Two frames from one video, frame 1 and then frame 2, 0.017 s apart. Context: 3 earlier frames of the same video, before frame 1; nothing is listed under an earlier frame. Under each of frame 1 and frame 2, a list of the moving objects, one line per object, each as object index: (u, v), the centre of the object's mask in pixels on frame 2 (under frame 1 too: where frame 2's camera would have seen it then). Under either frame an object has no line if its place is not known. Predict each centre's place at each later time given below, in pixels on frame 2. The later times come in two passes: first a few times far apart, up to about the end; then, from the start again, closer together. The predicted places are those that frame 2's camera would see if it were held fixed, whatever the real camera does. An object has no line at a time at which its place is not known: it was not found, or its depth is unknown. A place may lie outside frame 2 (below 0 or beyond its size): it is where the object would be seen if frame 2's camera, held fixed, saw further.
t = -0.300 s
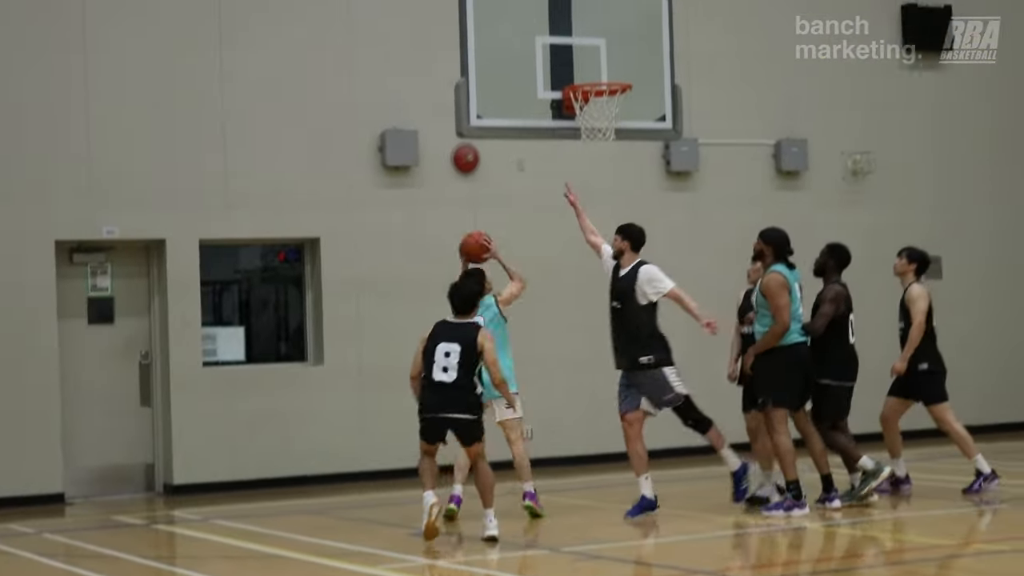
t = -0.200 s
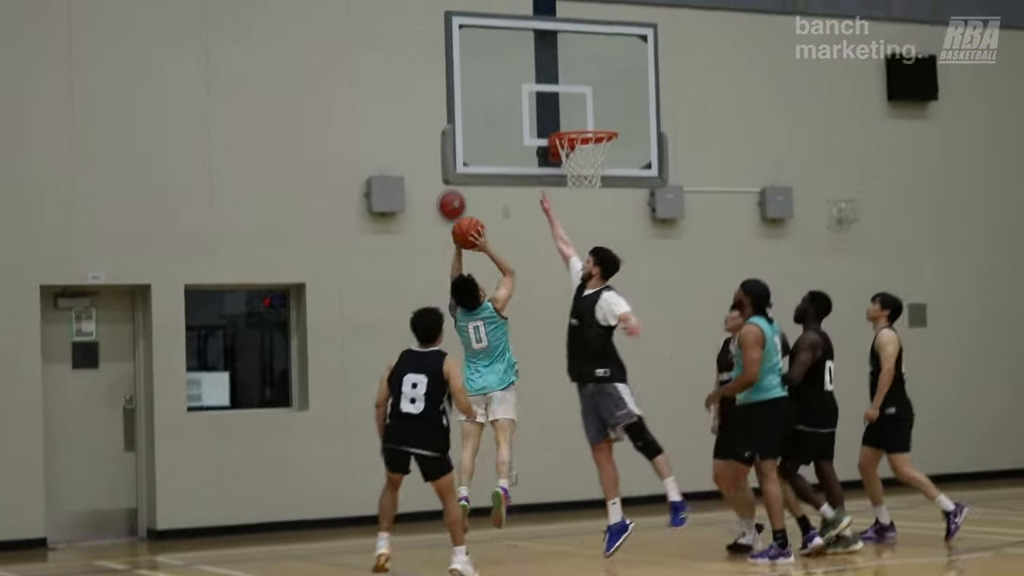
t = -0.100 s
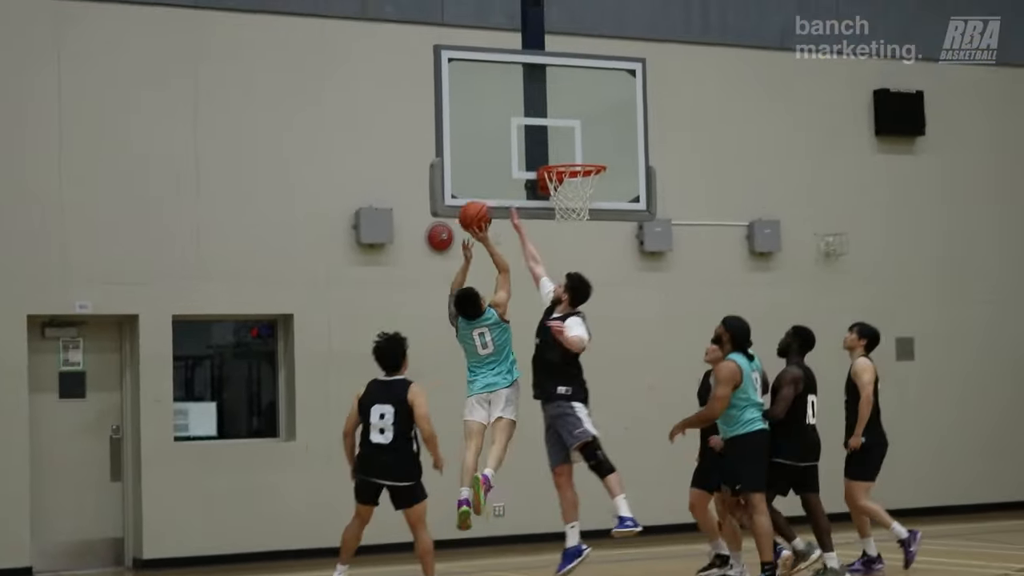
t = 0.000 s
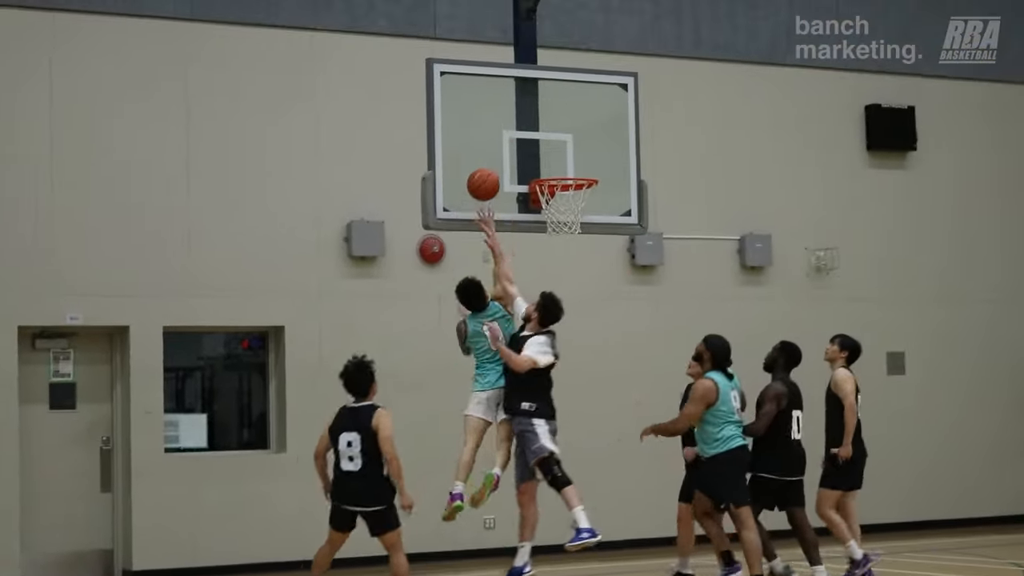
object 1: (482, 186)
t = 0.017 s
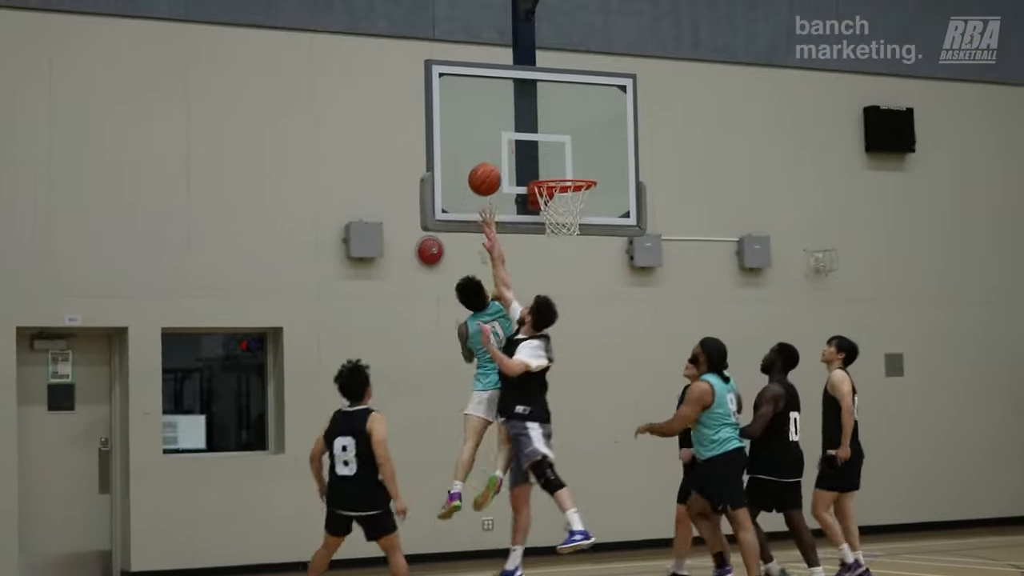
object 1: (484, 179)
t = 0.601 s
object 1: (579, 155)
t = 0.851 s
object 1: (605, 166)
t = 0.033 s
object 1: (487, 173)
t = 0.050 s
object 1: (489, 167)
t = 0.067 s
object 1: (492, 162)
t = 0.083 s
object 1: (495, 156)
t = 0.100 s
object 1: (498, 153)
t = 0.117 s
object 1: (500, 149)
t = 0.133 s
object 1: (503, 145)
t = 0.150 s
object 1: (506, 143)
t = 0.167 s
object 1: (508, 140)
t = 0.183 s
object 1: (511, 137)
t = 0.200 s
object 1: (514, 135)
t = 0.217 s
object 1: (516, 133)
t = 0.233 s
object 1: (519, 132)
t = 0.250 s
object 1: (521, 131)
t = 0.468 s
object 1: (562, 158)
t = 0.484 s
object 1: (566, 163)
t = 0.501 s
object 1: (569, 166)
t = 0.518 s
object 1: (571, 167)
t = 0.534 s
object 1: (573, 165)
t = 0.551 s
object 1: (574, 163)
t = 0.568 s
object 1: (576, 160)
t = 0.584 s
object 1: (578, 157)
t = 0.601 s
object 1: (579, 155)
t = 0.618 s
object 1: (581, 153)
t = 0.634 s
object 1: (583, 152)
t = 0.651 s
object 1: (584, 151)
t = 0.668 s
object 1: (586, 150)
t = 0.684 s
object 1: (587, 150)
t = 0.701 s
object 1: (588, 150)
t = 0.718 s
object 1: (590, 150)
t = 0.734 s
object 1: (592, 151)
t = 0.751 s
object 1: (594, 152)
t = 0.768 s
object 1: (596, 153)
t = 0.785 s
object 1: (598, 155)
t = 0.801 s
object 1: (600, 157)
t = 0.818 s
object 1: (602, 160)
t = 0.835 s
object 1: (603, 163)
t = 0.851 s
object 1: (605, 166)
